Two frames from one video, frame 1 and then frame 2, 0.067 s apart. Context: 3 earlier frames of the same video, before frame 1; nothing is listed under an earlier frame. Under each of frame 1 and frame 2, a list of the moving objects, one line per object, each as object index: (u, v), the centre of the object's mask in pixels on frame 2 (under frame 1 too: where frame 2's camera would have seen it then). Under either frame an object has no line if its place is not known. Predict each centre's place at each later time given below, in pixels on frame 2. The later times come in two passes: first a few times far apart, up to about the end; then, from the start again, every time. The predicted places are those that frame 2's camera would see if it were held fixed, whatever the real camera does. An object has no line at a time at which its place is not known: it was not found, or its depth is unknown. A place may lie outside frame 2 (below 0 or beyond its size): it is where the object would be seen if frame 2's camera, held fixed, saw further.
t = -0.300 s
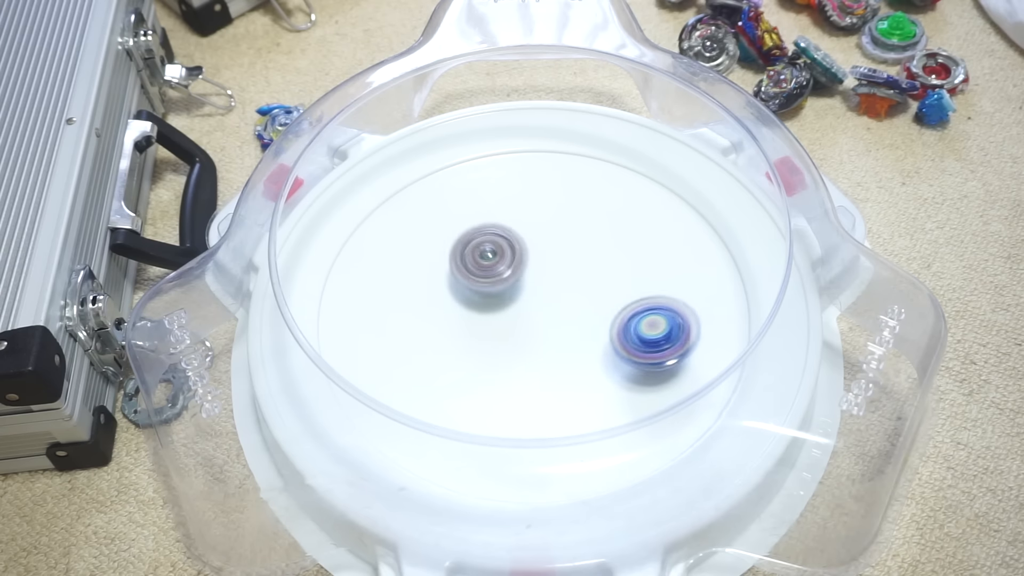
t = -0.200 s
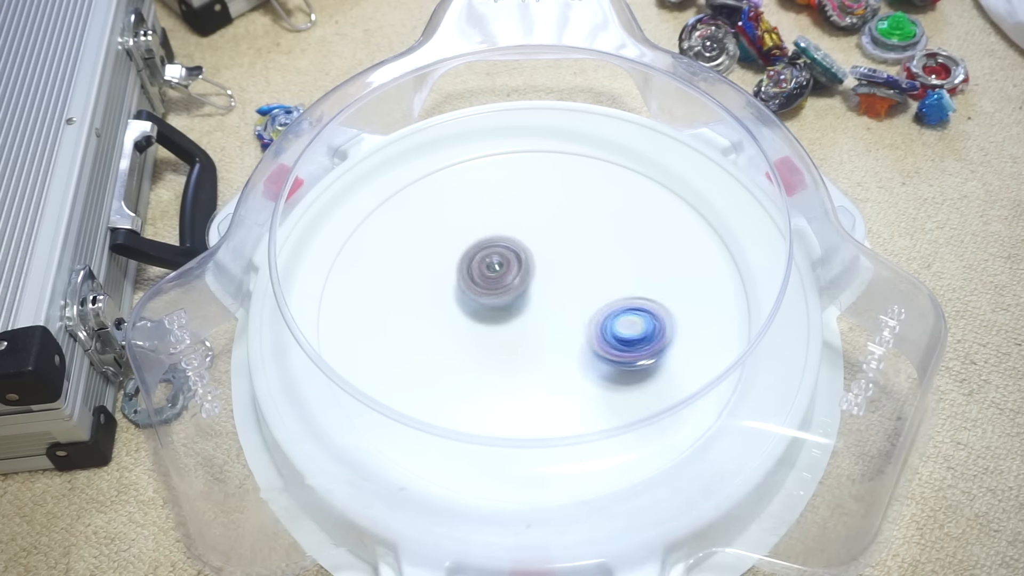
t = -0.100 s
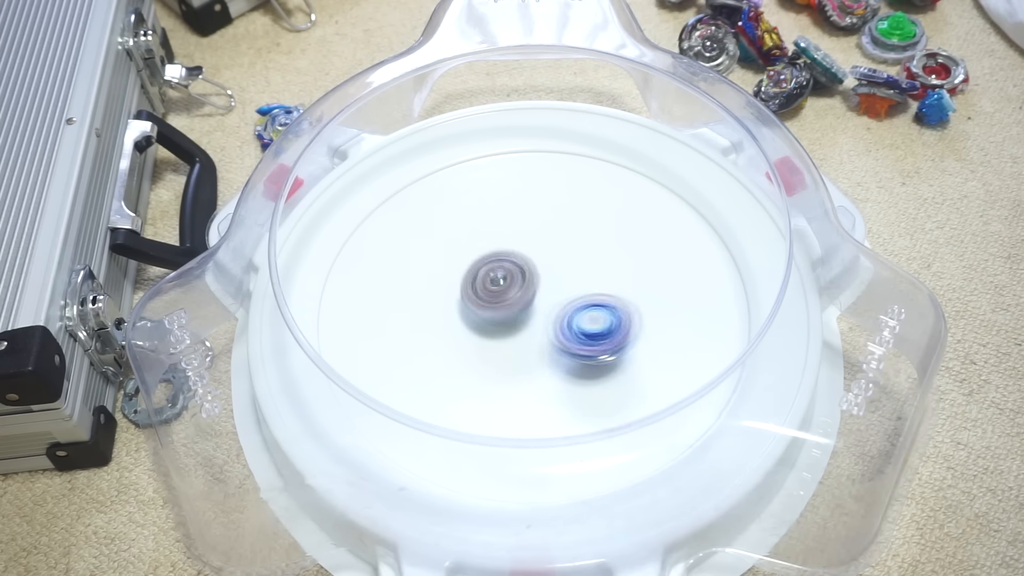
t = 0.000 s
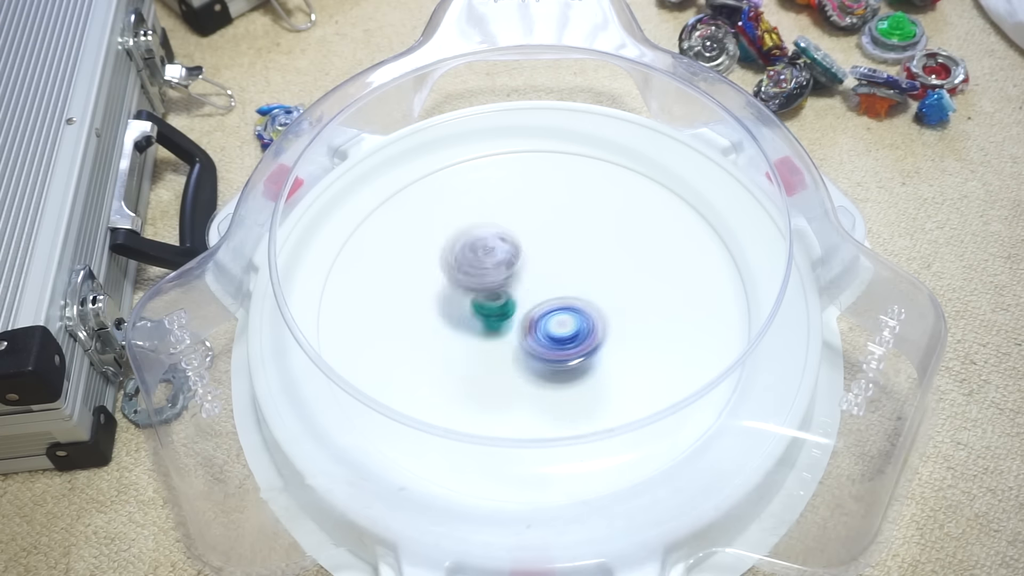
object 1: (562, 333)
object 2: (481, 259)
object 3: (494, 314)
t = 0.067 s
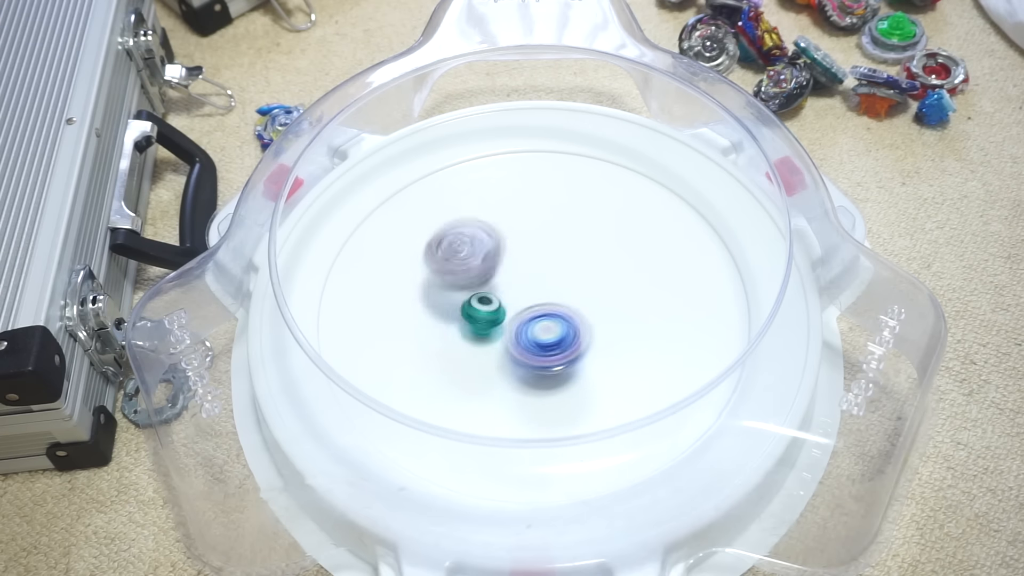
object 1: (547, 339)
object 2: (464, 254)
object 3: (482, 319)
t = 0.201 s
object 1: (513, 341)
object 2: (467, 268)
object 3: (445, 346)
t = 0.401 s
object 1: (477, 331)
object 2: (528, 283)
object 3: (397, 344)
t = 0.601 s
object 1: (476, 314)
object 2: (572, 311)
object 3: (419, 302)
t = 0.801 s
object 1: (512, 289)
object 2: (584, 328)
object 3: (454, 271)
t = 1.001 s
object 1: (509, 259)
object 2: (586, 328)
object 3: (448, 272)
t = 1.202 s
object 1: (520, 260)
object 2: (586, 328)
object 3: (459, 289)
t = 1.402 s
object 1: (541, 271)
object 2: (587, 329)
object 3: (471, 294)
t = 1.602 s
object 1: (531, 271)
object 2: (587, 329)
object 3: (471, 294)
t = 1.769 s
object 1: (526, 289)
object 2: (588, 329)
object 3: (470, 295)
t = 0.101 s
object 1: (539, 341)
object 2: (456, 270)
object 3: (474, 322)
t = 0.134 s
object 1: (530, 342)
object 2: (455, 271)
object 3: (460, 337)
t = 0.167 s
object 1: (522, 342)
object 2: (459, 269)
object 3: (450, 345)
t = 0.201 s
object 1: (513, 341)
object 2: (467, 268)
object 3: (445, 346)
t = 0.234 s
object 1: (506, 341)
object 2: (475, 271)
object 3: (436, 357)
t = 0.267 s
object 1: (500, 340)
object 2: (486, 272)
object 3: (423, 356)
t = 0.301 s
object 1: (494, 339)
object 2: (496, 274)
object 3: (412, 358)
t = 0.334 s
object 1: (488, 336)
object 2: (508, 274)
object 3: (405, 352)
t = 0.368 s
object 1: (483, 333)
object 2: (520, 279)
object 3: (399, 348)
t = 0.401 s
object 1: (477, 331)
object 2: (528, 283)
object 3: (397, 344)
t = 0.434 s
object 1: (474, 328)
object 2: (539, 288)
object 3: (399, 339)
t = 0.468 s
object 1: (471, 326)
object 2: (546, 294)
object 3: (402, 336)
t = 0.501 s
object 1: (469, 323)
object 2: (554, 297)
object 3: (407, 331)
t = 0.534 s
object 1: (470, 320)
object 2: (564, 302)
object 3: (411, 325)
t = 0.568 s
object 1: (472, 317)
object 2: (569, 307)
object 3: (409, 317)
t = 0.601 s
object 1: (476, 314)
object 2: (572, 311)
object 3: (419, 302)
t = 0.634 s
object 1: (481, 312)
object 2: (575, 313)
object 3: (429, 297)
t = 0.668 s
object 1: (489, 310)
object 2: (579, 316)
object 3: (436, 288)
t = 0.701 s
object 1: (497, 306)
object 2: (579, 319)
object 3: (442, 282)
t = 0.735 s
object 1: (507, 303)
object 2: (579, 323)
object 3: (447, 277)
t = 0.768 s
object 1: (511, 295)
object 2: (580, 326)
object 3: (451, 273)
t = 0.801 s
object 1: (512, 289)
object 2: (584, 328)
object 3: (454, 271)
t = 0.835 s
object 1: (512, 281)
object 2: (586, 328)
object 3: (456, 269)
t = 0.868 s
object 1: (509, 275)
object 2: (586, 328)
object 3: (456, 270)
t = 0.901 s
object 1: (507, 269)
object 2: (586, 328)
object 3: (455, 273)
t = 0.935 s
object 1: (506, 265)
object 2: (586, 328)
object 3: (451, 272)
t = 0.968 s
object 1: (507, 262)
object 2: (586, 328)
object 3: (448, 271)
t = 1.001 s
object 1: (509, 259)
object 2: (586, 328)
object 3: (448, 272)
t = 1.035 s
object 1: (510, 257)
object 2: (586, 328)
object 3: (449, 273)
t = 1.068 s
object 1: (512, 257)
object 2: (586, 328)
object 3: (449, 275)
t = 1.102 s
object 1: (513, 257)
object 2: (586, 328)
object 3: (450, 278)
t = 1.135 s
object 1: (516, 257)
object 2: (586, 328)
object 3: (453, 281)
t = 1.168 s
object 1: (518, 258)
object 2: (586, 328)
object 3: (455, 285)
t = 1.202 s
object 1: (520, 260)
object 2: (586, 328)
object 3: (459, 289)
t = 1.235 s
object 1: (524, 263)
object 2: (586, 328)
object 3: (463, 291)
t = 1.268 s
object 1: (528, 265)
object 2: (586, 328)
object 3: (467, 292)
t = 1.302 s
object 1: (532, 268)
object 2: (586, 328)
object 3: (469, 293)
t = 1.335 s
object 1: (537, 271)
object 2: (586, 328)
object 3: (470, 294)
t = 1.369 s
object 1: (540, 272)
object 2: (587, 329)
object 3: (471, 294)
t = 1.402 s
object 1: (541, 271)
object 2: (587, 329)
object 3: (471, 294)
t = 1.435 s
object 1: (541, 270)
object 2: (587, 329)
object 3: (471, 294)
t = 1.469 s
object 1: (540, 269)
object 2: (587, 329)
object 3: (471, 294)
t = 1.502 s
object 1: (538, 268)
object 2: (587, 329)
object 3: (471, 294)
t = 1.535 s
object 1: (535, 268)
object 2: (587, 329)
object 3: (471, 294)
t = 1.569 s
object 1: (533, 269)
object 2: (587, 329)
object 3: (471, 294)
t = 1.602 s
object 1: (531, 271)
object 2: (587, 329)
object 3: (471, 294)
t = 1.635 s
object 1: (529, 273)
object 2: (587, 329)
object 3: (471, 294)
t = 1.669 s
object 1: (528, 276)
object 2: (587, 329)
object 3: (471, 295)
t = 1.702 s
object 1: (527, 281)
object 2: (587, 329)
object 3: (471, 294)
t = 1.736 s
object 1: (526, 285)
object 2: (587, 329)
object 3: (471, 295)
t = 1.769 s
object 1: (526, 289)
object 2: (588, 329)
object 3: (470, 295)
